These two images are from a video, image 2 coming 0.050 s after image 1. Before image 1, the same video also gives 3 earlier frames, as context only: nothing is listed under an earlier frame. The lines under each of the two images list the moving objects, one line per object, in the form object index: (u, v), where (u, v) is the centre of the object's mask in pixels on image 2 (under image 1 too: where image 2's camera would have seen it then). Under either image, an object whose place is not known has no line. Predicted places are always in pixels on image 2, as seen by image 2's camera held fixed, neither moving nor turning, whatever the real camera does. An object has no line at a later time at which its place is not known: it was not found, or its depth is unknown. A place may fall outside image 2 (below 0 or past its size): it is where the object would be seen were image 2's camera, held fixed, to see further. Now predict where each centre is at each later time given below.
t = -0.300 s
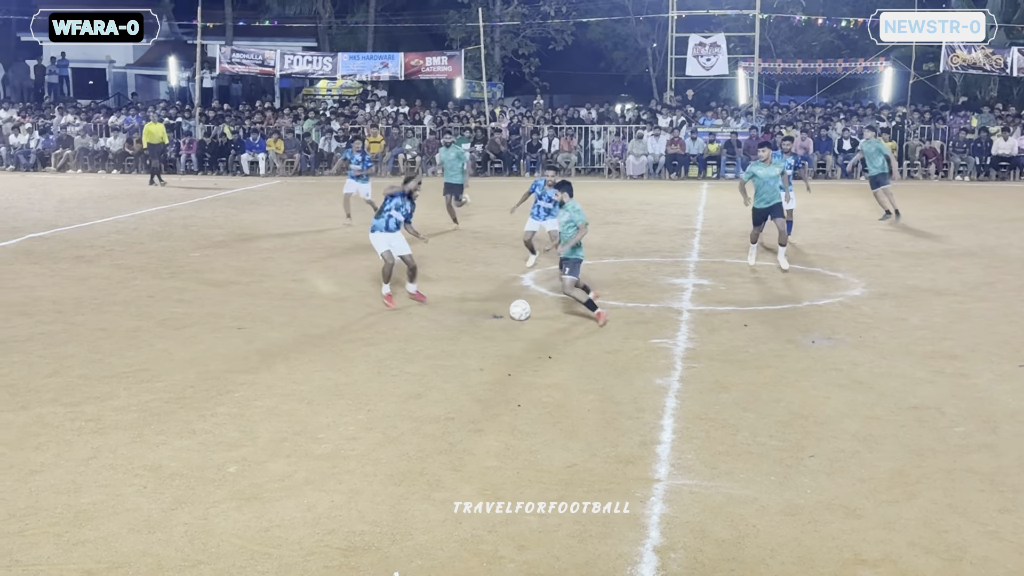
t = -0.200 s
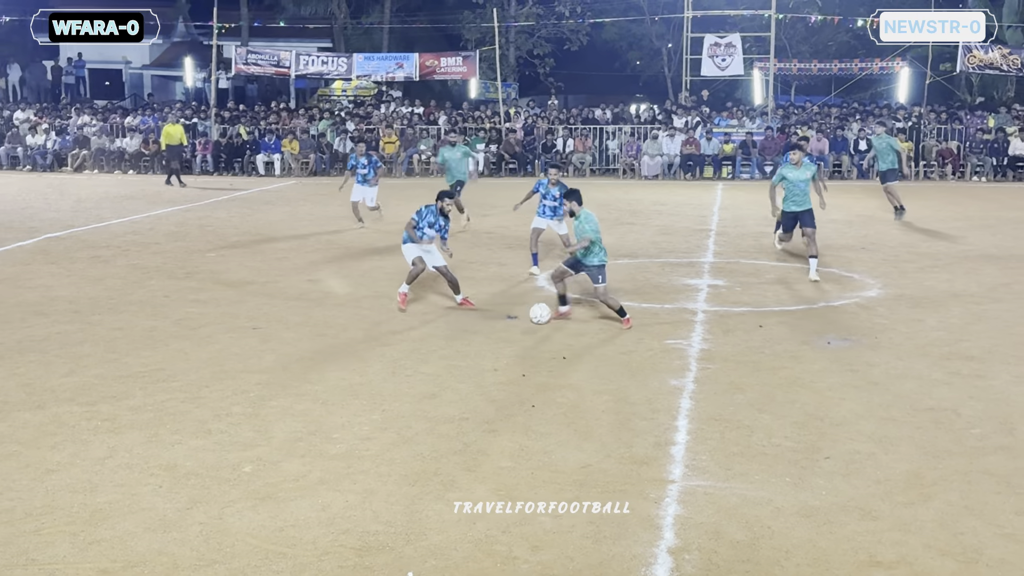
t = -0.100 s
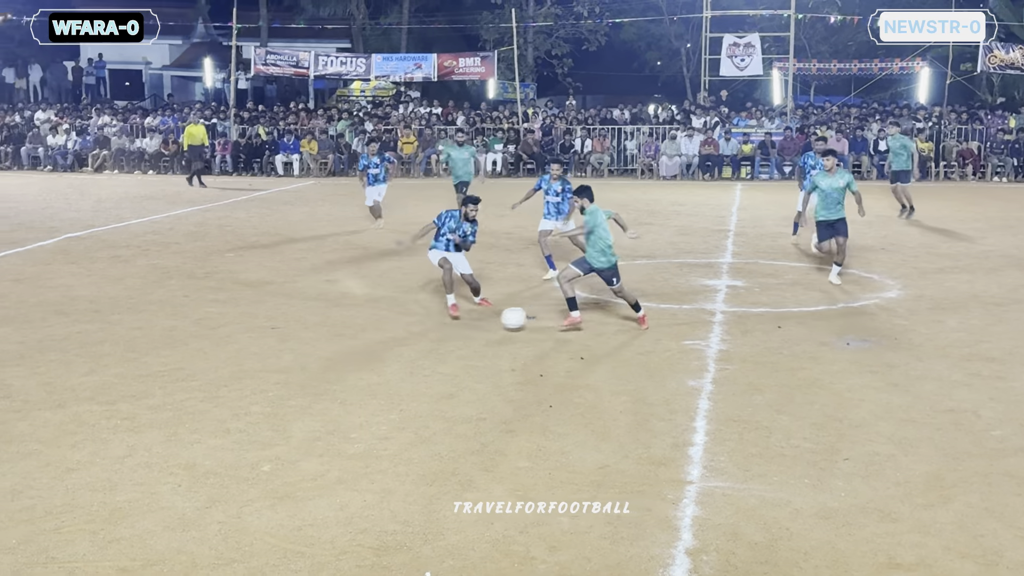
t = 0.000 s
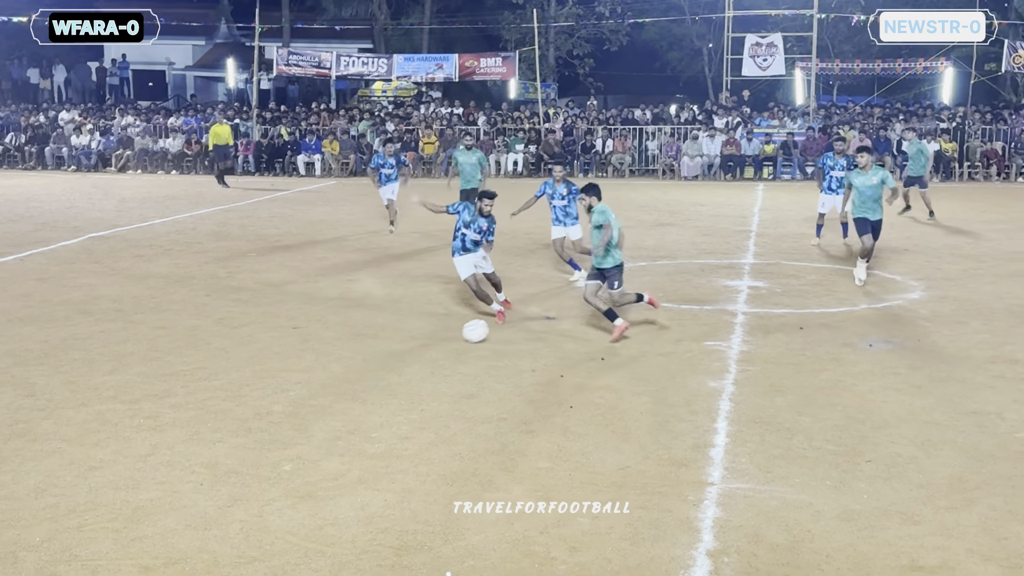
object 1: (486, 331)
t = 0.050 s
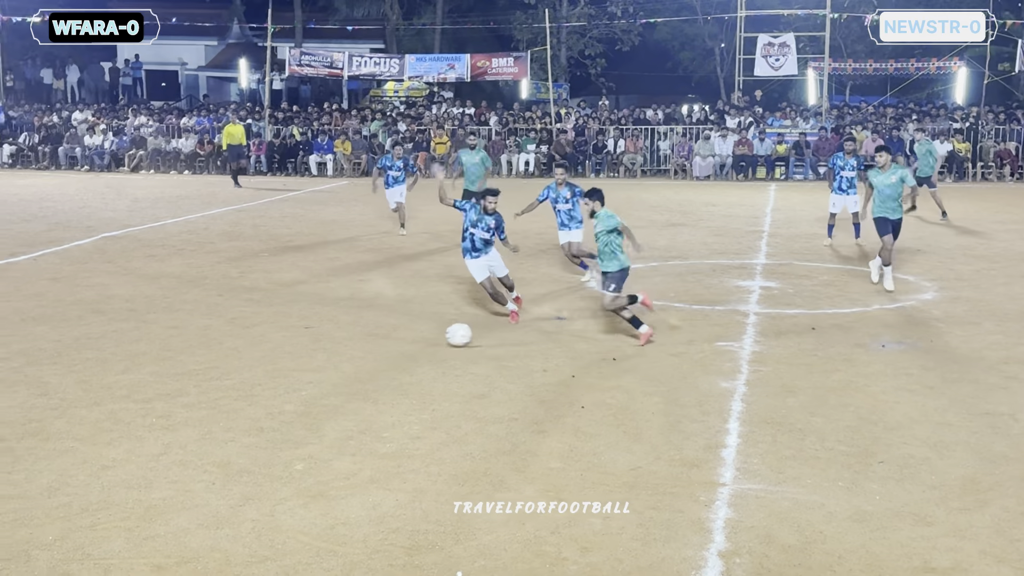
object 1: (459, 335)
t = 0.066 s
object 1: (450, 335)
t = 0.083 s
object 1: (441, 336)
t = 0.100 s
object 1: (432, 337)
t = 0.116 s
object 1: (424, 338)
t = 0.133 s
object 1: (415, 339)
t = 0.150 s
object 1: (405, 341)
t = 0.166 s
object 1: (396, 343)
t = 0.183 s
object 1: (387, 346)
